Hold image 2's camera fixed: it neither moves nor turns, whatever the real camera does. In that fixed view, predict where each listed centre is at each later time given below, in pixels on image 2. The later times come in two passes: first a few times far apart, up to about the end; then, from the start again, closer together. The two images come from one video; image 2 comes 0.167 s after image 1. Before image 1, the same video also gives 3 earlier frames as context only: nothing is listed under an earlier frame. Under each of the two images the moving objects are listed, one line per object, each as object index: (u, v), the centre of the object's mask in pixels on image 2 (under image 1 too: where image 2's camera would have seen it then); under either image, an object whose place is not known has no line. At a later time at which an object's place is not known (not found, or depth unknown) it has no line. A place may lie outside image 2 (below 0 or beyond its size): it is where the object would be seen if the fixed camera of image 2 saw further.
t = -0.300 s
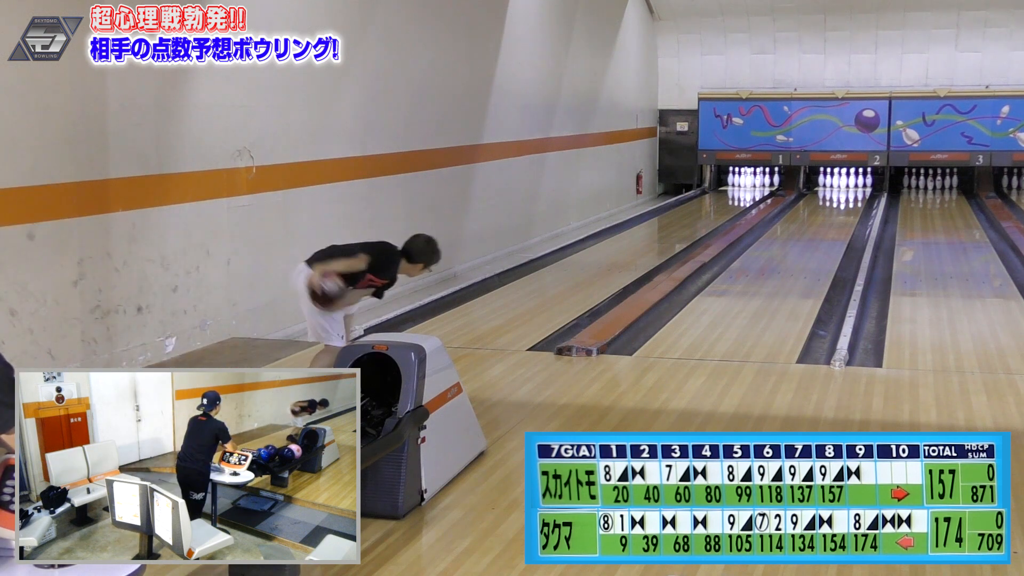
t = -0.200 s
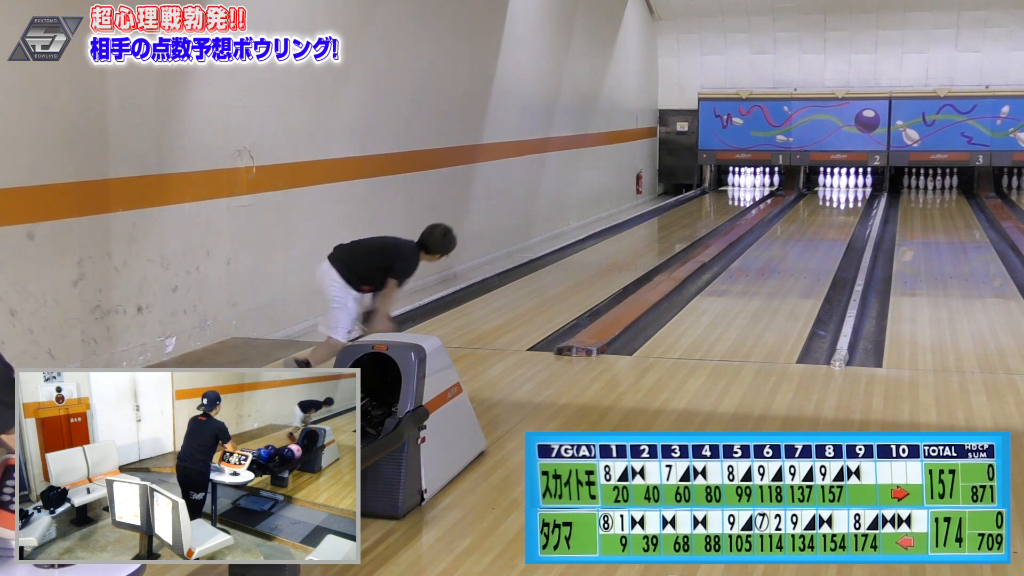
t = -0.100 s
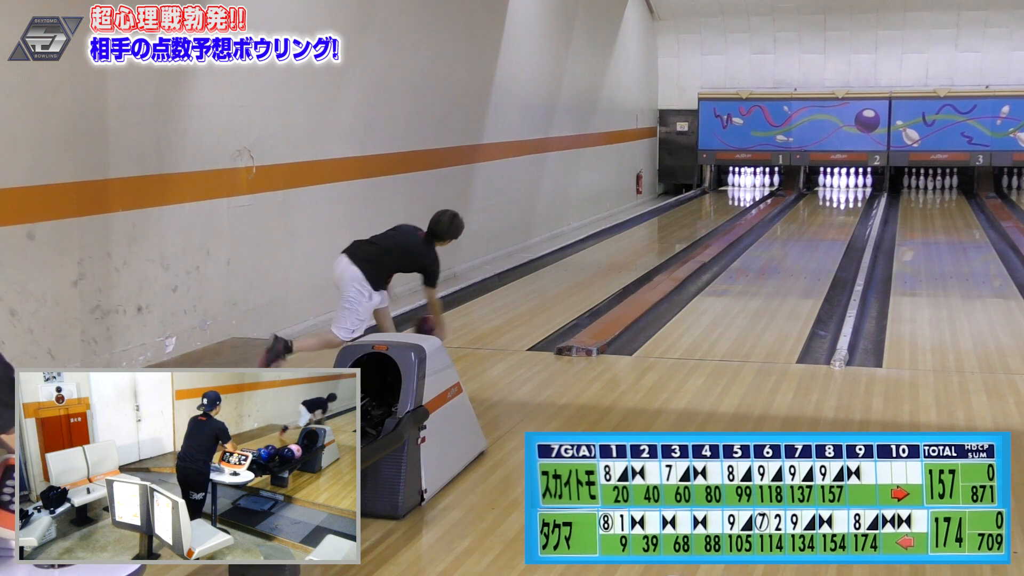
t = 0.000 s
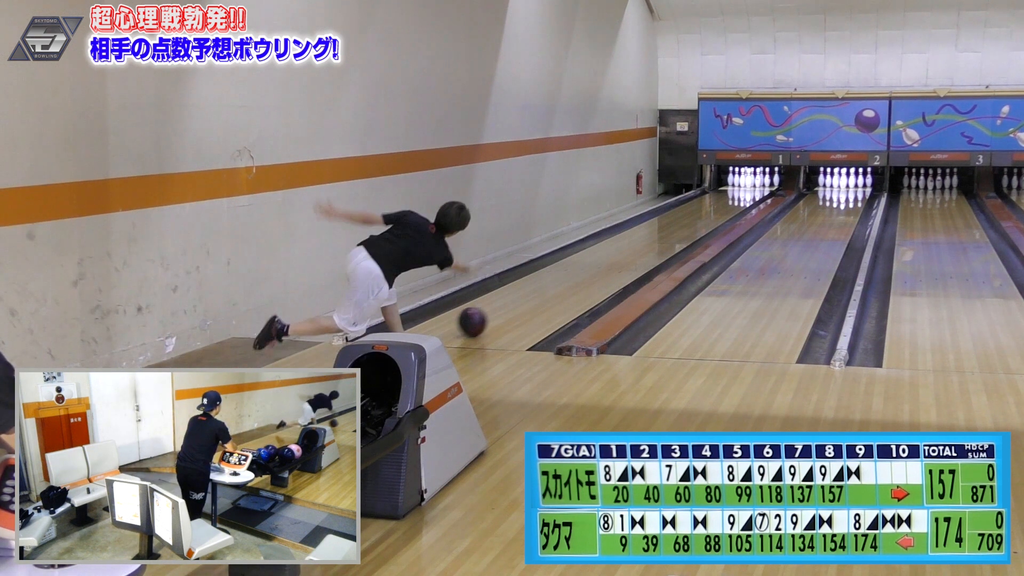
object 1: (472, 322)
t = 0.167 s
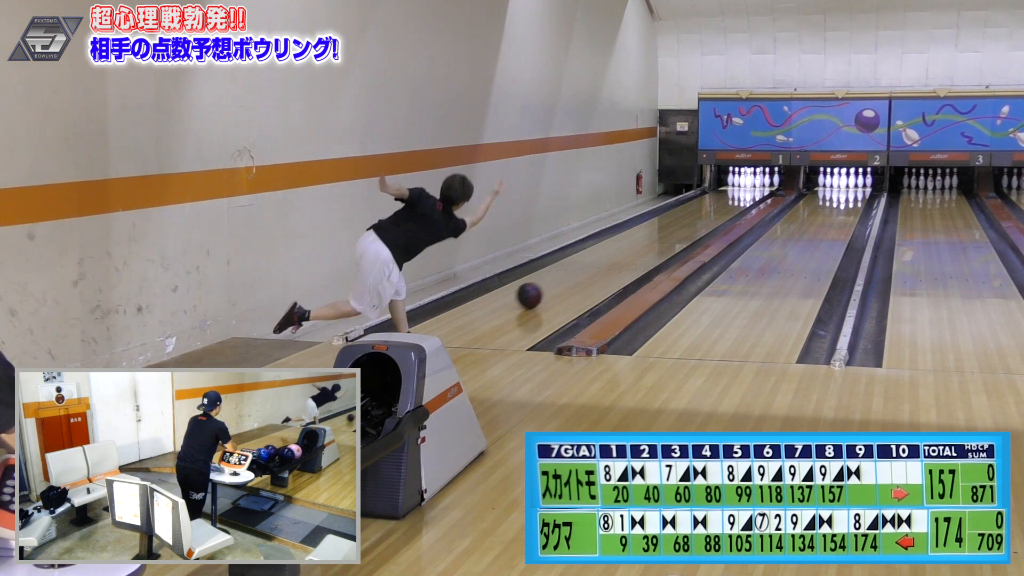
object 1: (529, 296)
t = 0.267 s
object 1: (557, 283)
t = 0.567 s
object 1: (621, 253)
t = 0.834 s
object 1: (662, 234)
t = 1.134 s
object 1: (695, 218)
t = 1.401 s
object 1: (717, 206)
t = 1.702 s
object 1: (737, 195)
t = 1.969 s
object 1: (748, 188)
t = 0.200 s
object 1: (538, 291)
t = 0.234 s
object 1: (548, 287)
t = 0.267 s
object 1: (557, 283)
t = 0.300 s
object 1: (566, 281)
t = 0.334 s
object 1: (574, 276)
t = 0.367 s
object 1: (581, 272)
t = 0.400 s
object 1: (589, 268)
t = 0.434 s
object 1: (596, 265)
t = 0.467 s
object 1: (602, 262)
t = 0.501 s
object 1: (609, 259)
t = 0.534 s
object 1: (615, 256)
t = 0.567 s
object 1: (621, 253)
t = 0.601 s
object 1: (627, 250)
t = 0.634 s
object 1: (633, 248)
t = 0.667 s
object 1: (638, 245)
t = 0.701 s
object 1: (643, 243)
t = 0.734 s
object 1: (648, 240)
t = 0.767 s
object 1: (653, 238)
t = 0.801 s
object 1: (657, 236)
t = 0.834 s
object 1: (662, 234)
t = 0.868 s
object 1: (666, 232)
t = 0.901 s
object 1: (670, 230)
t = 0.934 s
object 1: (674, 228)
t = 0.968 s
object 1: (678, 226)
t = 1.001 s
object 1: (682, 224)
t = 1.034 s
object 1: (686, 222)
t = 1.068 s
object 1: (689, 221)
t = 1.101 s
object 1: (692, 219)
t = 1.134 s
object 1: (695, 218)
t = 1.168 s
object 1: (698, 216)
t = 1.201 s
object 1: (701, 215)
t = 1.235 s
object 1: (704, 213)
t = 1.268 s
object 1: (707, 212)
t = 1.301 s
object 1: (710, 210)
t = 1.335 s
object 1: (713, 208)
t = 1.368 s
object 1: (715, 207)
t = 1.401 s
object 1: (717, 206)
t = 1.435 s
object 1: (719, 205)
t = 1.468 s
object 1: (722, 203)
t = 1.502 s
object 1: (725, 202)
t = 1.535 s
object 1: (727, 201)
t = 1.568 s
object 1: (729, 200)
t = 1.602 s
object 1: (731, 199)
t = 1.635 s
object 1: (733, 198)
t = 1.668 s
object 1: (735, 197)
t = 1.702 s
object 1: (737, 195)
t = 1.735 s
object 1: (738, 195)
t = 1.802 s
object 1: (741, 192)
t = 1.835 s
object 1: (743, 191)
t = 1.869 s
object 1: (745, 191)
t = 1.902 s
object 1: (746, 190)
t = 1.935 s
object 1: (747, 189)
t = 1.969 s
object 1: (748, 188)
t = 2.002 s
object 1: (749, 188)
